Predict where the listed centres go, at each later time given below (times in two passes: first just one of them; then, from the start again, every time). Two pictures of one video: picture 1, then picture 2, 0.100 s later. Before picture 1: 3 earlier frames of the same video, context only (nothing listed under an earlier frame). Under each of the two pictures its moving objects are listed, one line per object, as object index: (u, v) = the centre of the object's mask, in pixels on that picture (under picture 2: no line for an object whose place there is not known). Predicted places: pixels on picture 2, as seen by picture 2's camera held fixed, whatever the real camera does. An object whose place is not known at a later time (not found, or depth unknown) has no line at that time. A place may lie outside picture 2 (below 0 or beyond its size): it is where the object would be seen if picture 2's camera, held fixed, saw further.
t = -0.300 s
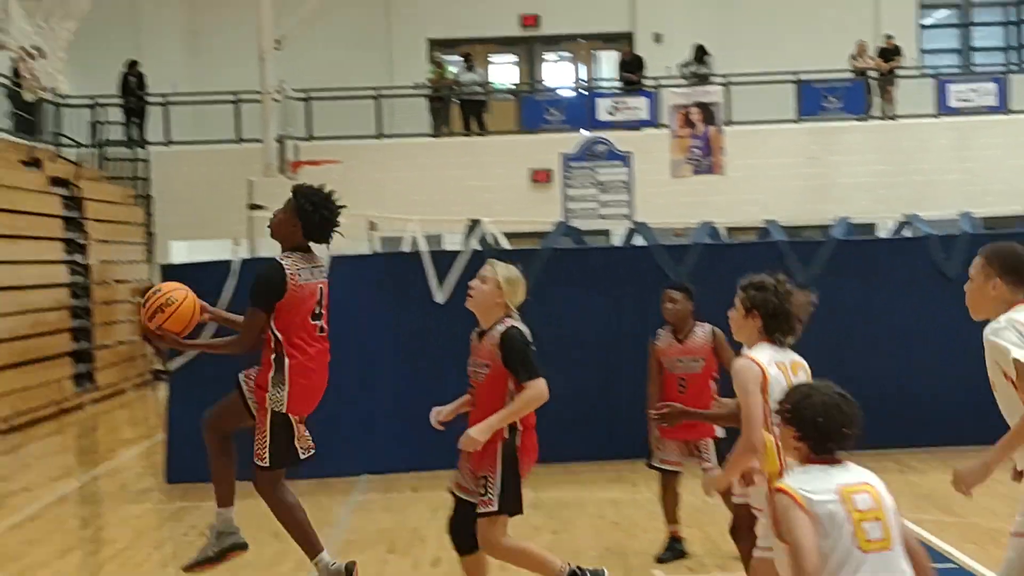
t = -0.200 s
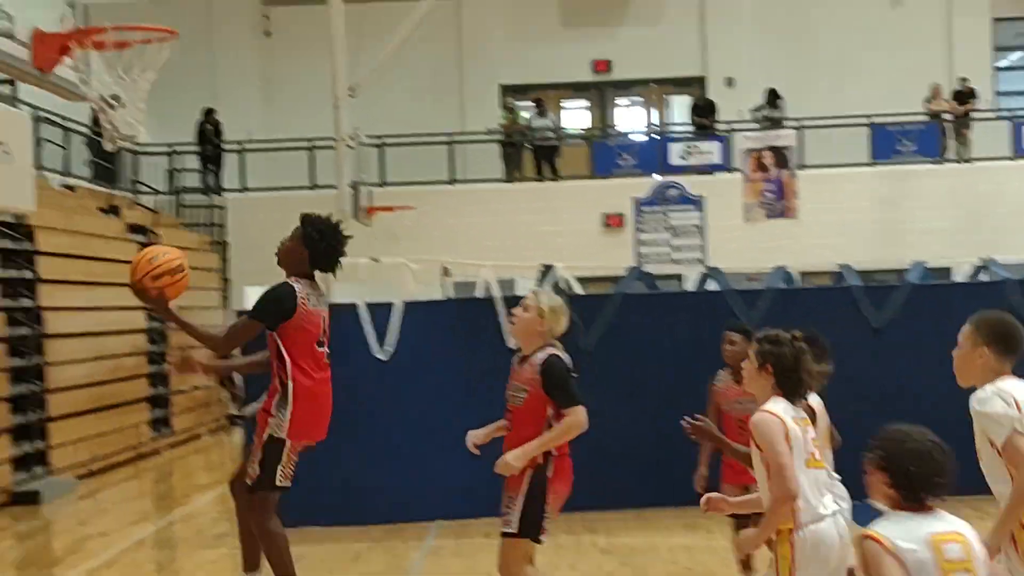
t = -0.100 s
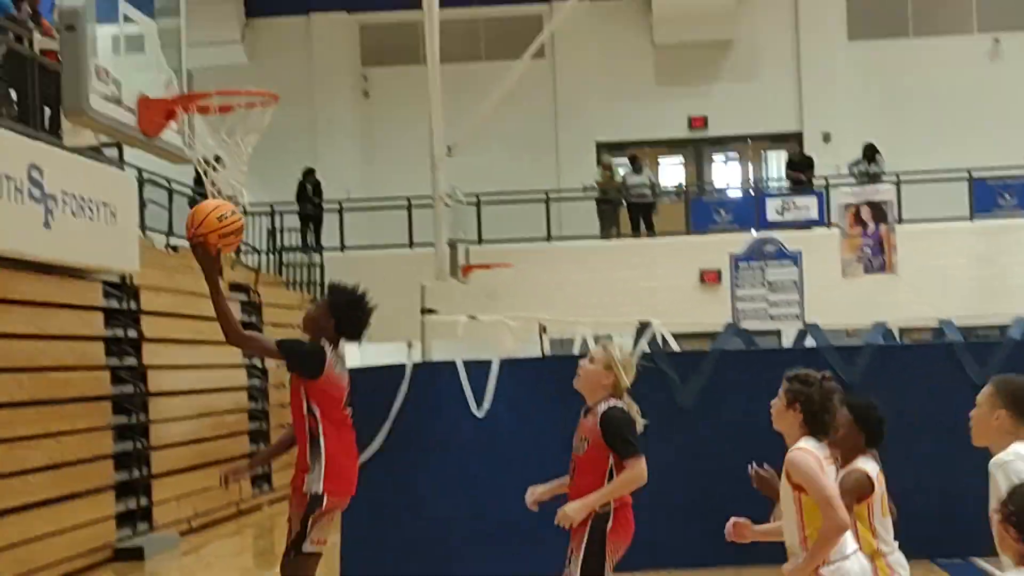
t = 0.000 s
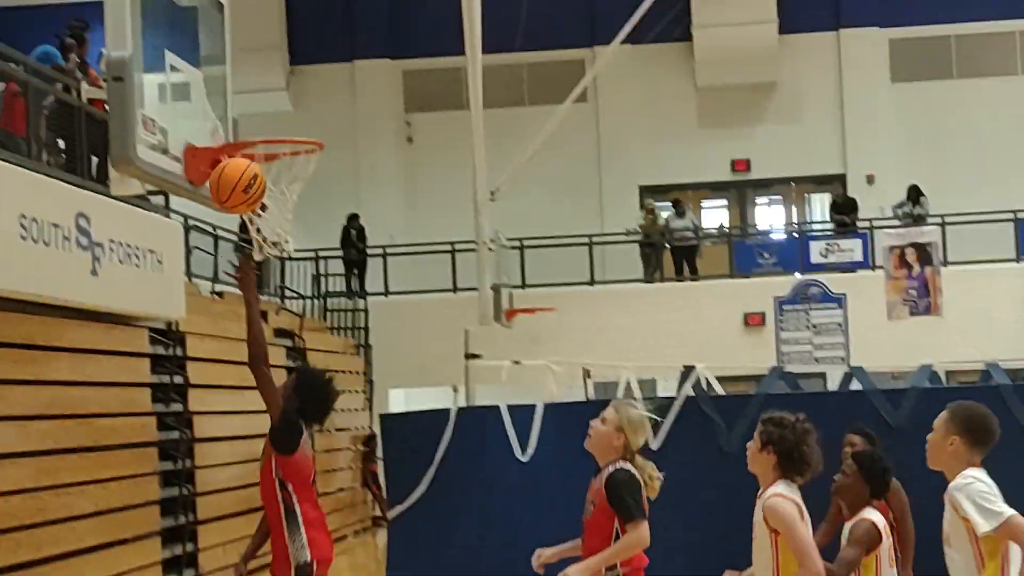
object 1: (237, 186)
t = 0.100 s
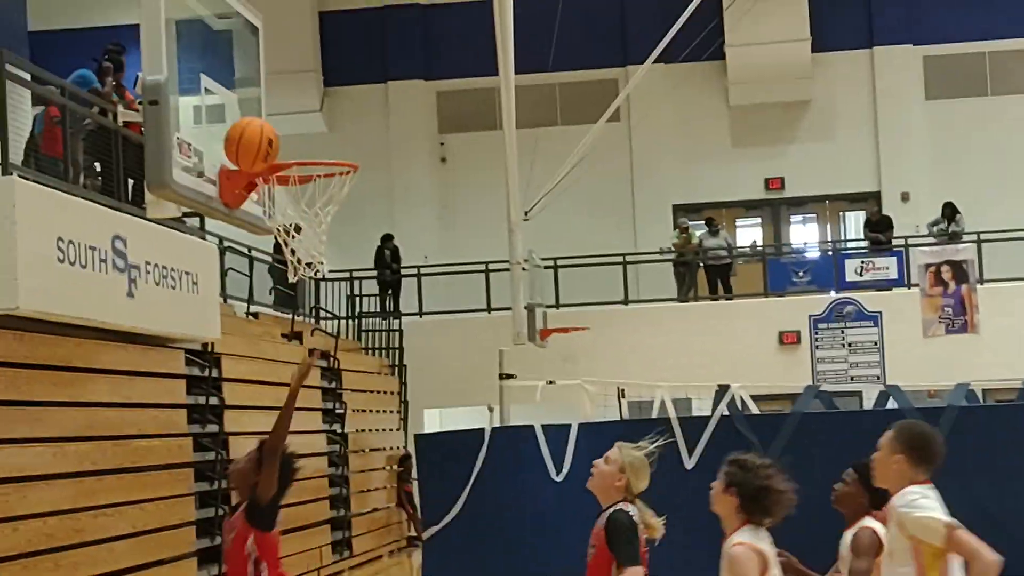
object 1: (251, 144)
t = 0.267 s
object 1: (240, 93)
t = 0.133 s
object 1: (245, 128)
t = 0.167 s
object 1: (238, 114)
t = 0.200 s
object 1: (232, 104)
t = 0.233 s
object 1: (232, 97)
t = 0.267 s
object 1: (240, 93)
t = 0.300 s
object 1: (248, 92)
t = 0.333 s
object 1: (257, 93)
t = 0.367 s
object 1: (265, 97)
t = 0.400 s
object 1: (273, 102)
